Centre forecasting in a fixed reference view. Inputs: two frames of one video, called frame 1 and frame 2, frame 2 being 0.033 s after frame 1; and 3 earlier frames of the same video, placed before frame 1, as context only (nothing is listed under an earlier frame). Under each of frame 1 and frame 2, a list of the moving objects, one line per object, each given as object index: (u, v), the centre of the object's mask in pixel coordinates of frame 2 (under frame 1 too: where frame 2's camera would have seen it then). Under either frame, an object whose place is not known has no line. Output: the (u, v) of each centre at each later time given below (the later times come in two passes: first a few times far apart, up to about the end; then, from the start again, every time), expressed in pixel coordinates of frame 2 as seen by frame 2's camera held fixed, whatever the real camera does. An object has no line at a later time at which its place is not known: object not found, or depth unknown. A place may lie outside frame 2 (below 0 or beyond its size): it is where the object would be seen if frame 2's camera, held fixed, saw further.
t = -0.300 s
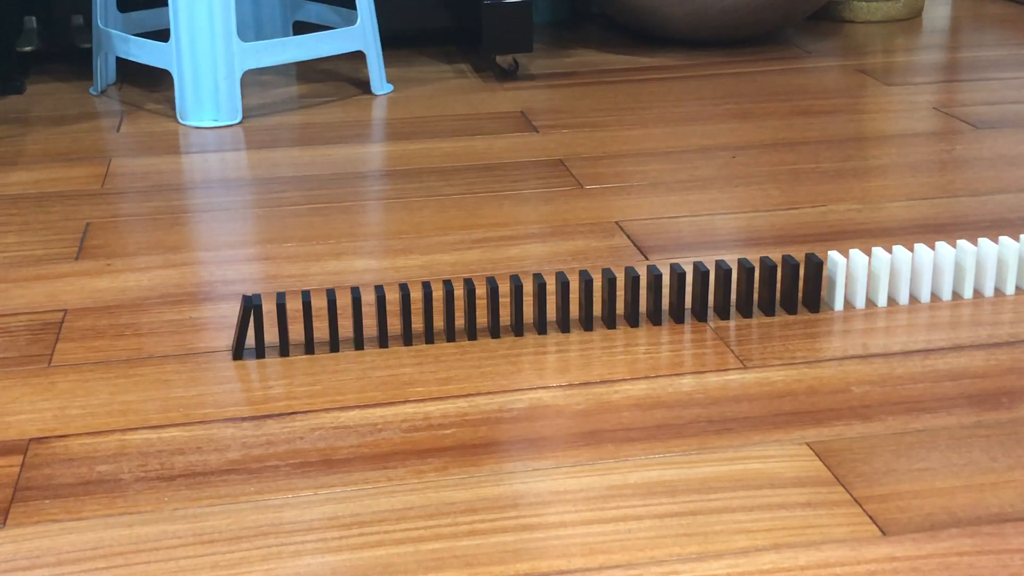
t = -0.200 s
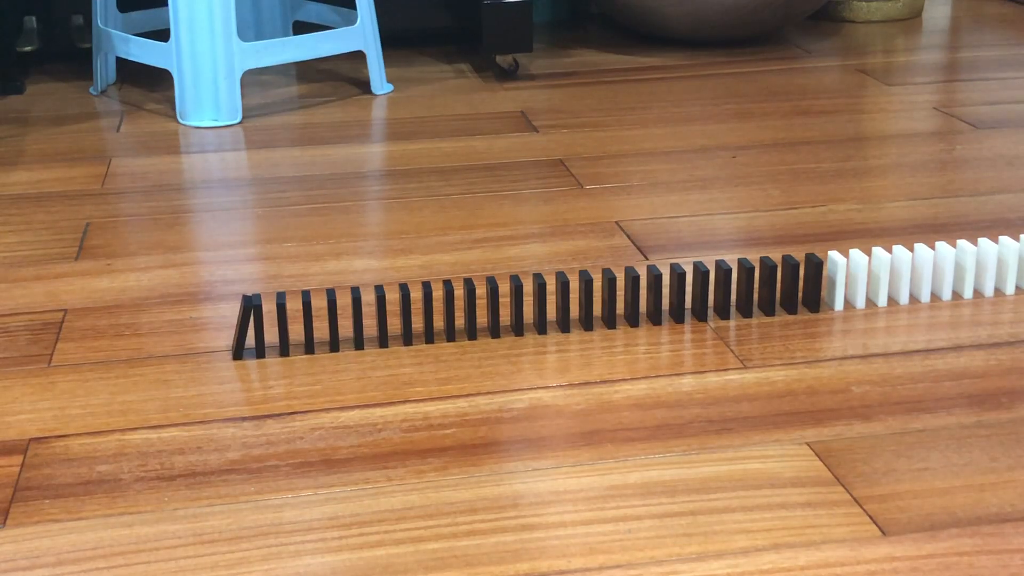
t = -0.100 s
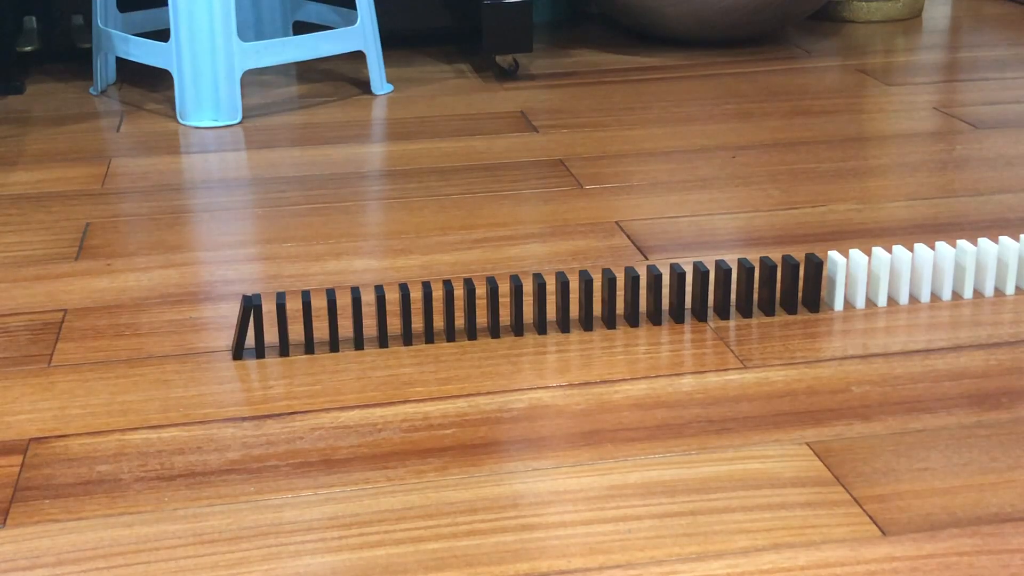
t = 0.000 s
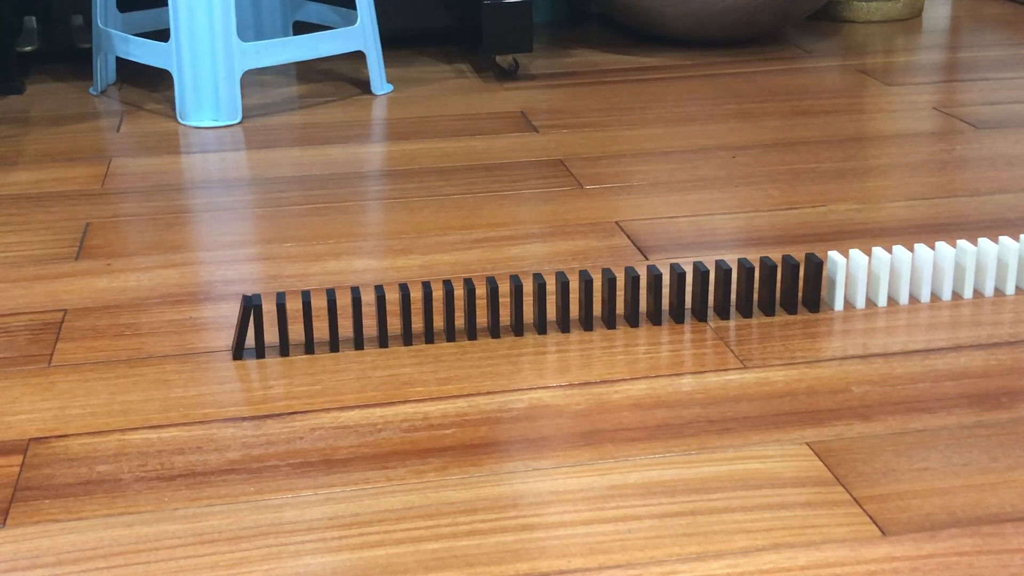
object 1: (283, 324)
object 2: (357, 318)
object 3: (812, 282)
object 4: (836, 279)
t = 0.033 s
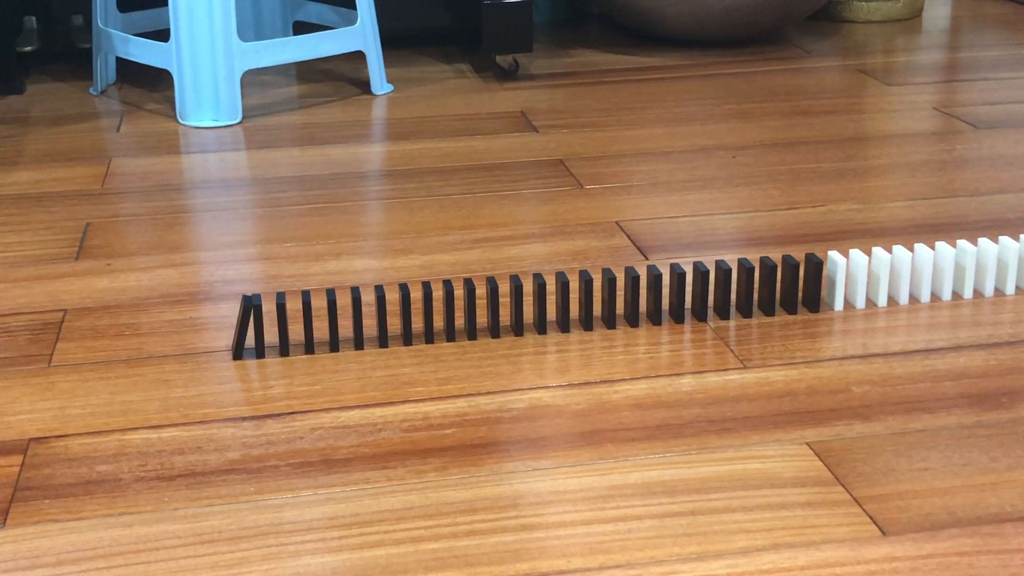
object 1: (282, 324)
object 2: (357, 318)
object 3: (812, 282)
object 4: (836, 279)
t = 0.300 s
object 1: (283, 324)
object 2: (357, 318)
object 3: (812, 282)
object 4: (836, 279)
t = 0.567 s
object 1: (283, 324)
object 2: (357, 318)
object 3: (812, 282)
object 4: (836, 279)
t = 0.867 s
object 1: (282, 324)
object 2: (357, 318)
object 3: (812, 282)
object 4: (836, 279)
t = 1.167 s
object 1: (287, 324)
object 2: (357, 318)
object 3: (812, 282)
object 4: (836, 280)
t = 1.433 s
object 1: (300, 336)
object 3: (812, 282)
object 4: (836, 279)
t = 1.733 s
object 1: (301, 337)
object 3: (823, 283)
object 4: (842, 281)
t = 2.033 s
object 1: (300, 337)
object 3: (849, 285)
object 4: (865, 286)
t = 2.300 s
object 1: (300, 337)
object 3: (849, 285)
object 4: (865, 286)
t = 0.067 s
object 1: (282, 324)
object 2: (357, 318)
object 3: (812, 282)
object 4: (836, 279)
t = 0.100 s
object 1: (283, 324)
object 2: (357, 319)
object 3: (812, 282)
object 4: (836, 279)
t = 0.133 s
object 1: (282, 324)
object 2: (357, 319)
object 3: (812, 282)
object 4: (836, 279)
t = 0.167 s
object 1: (282, 324)
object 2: (357, 318)
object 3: (812, 282)
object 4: (836, 279)
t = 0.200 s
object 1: (283, 324)
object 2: (357, 319)
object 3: (812, 282)
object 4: (836, 279)
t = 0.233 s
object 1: (283, 324)
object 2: (357, 318)
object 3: (812, 282)
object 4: (836, 279)
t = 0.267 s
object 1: (283, 324)
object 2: (357, 318)
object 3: (812, 282)
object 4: (836, 279)
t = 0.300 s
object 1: (283, 324)
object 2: (357, 318)
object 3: (812, 282)
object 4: (836, 279)
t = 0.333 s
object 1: (283, 324)
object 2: (357, 318)
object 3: (812, 282)
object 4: (836, 279)
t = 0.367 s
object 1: (283, 324)
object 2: (357, 318)
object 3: (812, 282)
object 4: (836, 279)
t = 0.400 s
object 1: (282, 324)
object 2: (357, 318)
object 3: (812, 282)
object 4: (836, 279)
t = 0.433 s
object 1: (283, 324)
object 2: (357, 318)
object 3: (812, 282)
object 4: (836, 279)
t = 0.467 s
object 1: (283, 324)
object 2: (357, 318)
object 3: (812, 282)
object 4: (836, 279)
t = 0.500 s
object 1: (283, 324)
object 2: (357, 318)
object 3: (812, 282)
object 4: (836, 279)
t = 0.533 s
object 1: (283, 324)
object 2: (357, 318)
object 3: (812, 282)
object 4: (836, 279)
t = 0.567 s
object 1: (283, 324)
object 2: (357, 318)
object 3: (812, 282)
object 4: (836, 279)
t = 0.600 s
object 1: (283, 324)
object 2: (357, 318)
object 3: (812, 282)
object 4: (836, 279)
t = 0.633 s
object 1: (282, 324)
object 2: (357, 318)
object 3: (812, 282)
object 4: (836, 279)
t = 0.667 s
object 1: (283, 324)
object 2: (357, 319)
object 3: (812, 282)
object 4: (836, 279)
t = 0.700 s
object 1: (283, 324)
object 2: (357, 319)
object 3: (812, 282)
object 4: (836, 279)
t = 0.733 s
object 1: (283, 324)
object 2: (357, 318)
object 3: (812, 282)
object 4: (836, 279)
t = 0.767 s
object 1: (283, 324)
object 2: (357, 318)
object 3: (812, 282)
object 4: (836, 279)
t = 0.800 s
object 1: (283, 324)
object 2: (357, 319)
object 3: (812, 282)
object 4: (836, 279)
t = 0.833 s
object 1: (282, 324)
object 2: (357, 318)
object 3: (812, 282)
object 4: (836, 279)
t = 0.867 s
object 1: (282, 324)
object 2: (357, 318)
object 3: (812, 282)
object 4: (836, 279)
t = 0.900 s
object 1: (282, 324)
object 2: (357, 318)
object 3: (812, 282)
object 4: (836, 279)
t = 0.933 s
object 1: (282, 324)
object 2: (357, 318)
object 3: (812, 282)
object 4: (836, 279)
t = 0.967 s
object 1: (282, 324)
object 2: (357, 318)
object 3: (812, 282)
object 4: (836, 279)
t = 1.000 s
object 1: (283, 324)
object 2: (357, 318)
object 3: (812, 282)
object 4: (836, 279)
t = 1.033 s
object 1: (282, 324)
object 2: (357, 318)
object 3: (812, 282)
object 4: (836, 279)
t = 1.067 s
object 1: (283, 324)
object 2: (357, 319)
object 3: (812, 282)
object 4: (836, 279)
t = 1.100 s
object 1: (284, 324)
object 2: (357, 319)
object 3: (812, 282)
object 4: (836, 279)
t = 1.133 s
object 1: (285, 324)
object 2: (357, 318)
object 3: (812, 282)
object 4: (836, 279)
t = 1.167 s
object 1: (287, 324)
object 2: (357, 318)
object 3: (812, 282)
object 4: (836, 280)
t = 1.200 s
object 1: (291, 325)
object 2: (357, 318)
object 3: (812, 282)
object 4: (836, 279)
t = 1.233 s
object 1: (293, 328)
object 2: (357, 318)
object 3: (812, 282)
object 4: (836, 279)
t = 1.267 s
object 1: (296, 330)
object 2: (357, 318)
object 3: (812, 282)
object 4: (836, 279)
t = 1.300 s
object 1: (297, 333)
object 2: (360, 320)
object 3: (812, 283)
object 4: (836, 279)
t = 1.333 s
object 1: (299, 334)
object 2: (385, 319)
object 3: (812, 282)
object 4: (836, 279)
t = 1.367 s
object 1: (300, 335)
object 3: (812, 282)
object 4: (836, 279)
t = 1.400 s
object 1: (300, 336)
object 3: (812, 282)
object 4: (836, 279)
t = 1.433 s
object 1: (300, 336)
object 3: (812, 282)
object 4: (836, 279)
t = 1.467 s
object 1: (301, 337)
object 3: (812, 282)
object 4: (836, 279)
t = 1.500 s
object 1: (301, 337)
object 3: (812, 282)
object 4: (836, 279)
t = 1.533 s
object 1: (301, 336)
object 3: (812, 282)
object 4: (836, 279)
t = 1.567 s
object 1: (301, 336)
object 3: (812, 283)
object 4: (836, 279)
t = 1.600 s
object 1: (302, 336)
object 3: (812, 282)
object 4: (836, 280)
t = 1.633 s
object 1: (302, 337)
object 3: (812, 283)
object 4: (836, 280)
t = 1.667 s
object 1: (301, 337)
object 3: (812, 283)
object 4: (836, 280)
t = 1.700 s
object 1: (302, 337)
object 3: (812, 282)
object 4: (836, 279)
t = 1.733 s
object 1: (301, 337)
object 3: (823, 283)
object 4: (842, 281)
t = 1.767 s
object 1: (301, 337)
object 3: (835, 287)
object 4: (851, 282)
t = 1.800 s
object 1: (301, 337)
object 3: (840, 290)
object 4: (860, 284)
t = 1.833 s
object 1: (301, 337)
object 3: (848, 285)
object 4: (863, 288)
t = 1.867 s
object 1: (301, 337)
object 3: (849, 285)
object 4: (865, 285)
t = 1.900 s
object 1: (301, 337)
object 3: (849, 285)
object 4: (865, 286)
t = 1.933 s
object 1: (301, 337)
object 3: (849, 285)
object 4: (865, 285)
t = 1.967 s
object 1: (300, 337)
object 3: (849, 285)
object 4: (865, 286)
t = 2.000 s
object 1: (300, 337)
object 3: (849, 285)
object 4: (865, 286)
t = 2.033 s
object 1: (300, 337)
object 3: (849, 285)
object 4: (865, 286)
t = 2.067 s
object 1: (300, 337)
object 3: (849, 285)
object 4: (865, 286)
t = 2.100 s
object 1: (300, 337)
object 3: (849, 285)
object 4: (864, 286)
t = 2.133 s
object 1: (300, 337)
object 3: (849, 285)
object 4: (865, 286)
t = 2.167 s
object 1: (300, 337)
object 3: (849, 285)
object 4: (864, 286)
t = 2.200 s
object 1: (300, 337)
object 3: (849, 285)
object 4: (865, 286)
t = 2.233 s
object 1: (300, 337)
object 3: (849, 285)
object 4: (865, 286)
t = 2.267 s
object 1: (300, 337)
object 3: (849, 285)
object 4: (865, 286)
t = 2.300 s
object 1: (300, 337)
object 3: (849, 285)
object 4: (865, 286)
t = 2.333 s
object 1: (300, 337)
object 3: (849, 285)
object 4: (865, 286)
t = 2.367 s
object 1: (300, 337)
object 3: (849, 285)
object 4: (865, 286)
